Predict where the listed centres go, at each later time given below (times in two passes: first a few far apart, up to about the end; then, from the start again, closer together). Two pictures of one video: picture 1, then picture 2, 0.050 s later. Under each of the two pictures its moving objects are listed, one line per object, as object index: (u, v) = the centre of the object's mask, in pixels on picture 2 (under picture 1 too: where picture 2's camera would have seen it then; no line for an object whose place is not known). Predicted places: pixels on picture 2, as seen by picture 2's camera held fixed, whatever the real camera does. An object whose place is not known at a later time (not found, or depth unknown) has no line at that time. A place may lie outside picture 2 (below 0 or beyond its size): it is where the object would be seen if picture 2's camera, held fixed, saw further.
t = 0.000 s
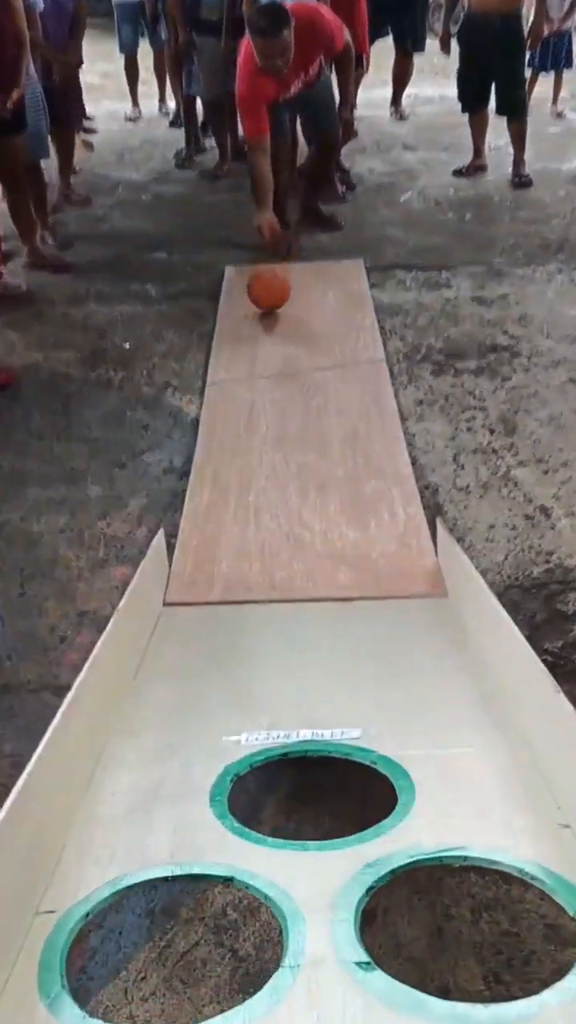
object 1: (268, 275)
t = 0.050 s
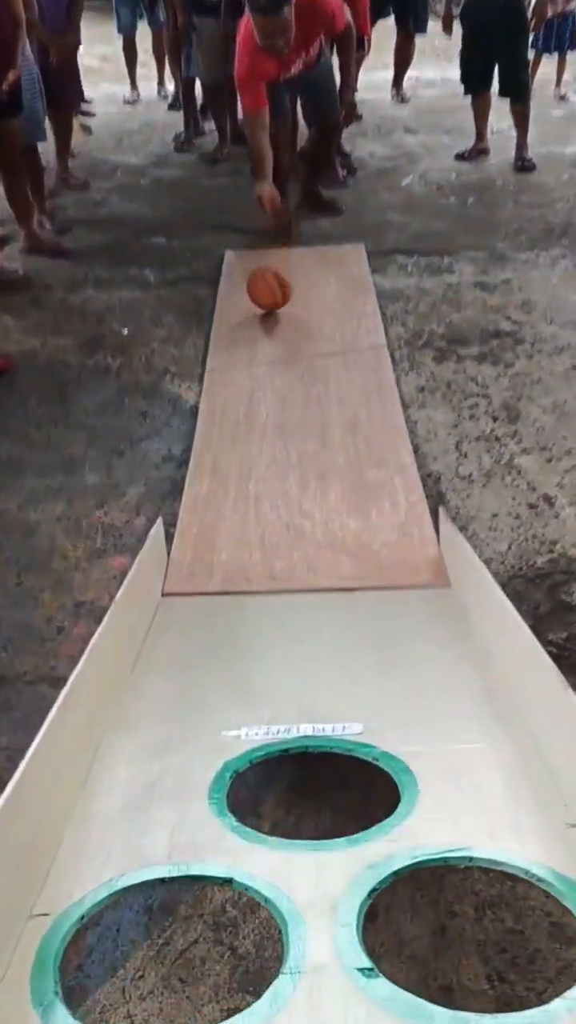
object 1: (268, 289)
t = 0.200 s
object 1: (275, 334)
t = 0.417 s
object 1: (286, 412)
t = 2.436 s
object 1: (322, 563)
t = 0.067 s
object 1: (270, 293)
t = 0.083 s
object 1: (270, 299)
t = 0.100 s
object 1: (270, 305)
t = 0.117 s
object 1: (271, 309)
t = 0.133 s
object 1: (272, 314)
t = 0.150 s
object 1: (273, 318)
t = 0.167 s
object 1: (273, 324)
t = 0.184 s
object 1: (274, 330)
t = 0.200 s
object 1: (275, 334)
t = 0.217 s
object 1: (275, 340)
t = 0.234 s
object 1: (275, 345)
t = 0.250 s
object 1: (276, 351)
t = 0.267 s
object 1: (277, 357)
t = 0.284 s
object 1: (278, 363)
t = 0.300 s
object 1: (279, 368)
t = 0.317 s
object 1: (280, 375)
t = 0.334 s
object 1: (282, 382)
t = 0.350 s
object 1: (282, 387)
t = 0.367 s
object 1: (283, 393)
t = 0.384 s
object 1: (284, 400)
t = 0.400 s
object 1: (285, 407)
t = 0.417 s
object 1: (286, 412)
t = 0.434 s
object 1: (287, 419)
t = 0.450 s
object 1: (289, 426)
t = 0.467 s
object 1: (290, 433)
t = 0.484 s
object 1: (292, 440)
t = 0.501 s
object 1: (293, 447)
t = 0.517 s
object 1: (295, 455)
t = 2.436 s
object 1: (322, 563)
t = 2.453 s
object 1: (318, 558)
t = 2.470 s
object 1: (315, 548)
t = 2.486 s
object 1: (312, 538)
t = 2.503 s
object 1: (309, 530)
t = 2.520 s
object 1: (306, 522)
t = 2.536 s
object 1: (303, 515)
